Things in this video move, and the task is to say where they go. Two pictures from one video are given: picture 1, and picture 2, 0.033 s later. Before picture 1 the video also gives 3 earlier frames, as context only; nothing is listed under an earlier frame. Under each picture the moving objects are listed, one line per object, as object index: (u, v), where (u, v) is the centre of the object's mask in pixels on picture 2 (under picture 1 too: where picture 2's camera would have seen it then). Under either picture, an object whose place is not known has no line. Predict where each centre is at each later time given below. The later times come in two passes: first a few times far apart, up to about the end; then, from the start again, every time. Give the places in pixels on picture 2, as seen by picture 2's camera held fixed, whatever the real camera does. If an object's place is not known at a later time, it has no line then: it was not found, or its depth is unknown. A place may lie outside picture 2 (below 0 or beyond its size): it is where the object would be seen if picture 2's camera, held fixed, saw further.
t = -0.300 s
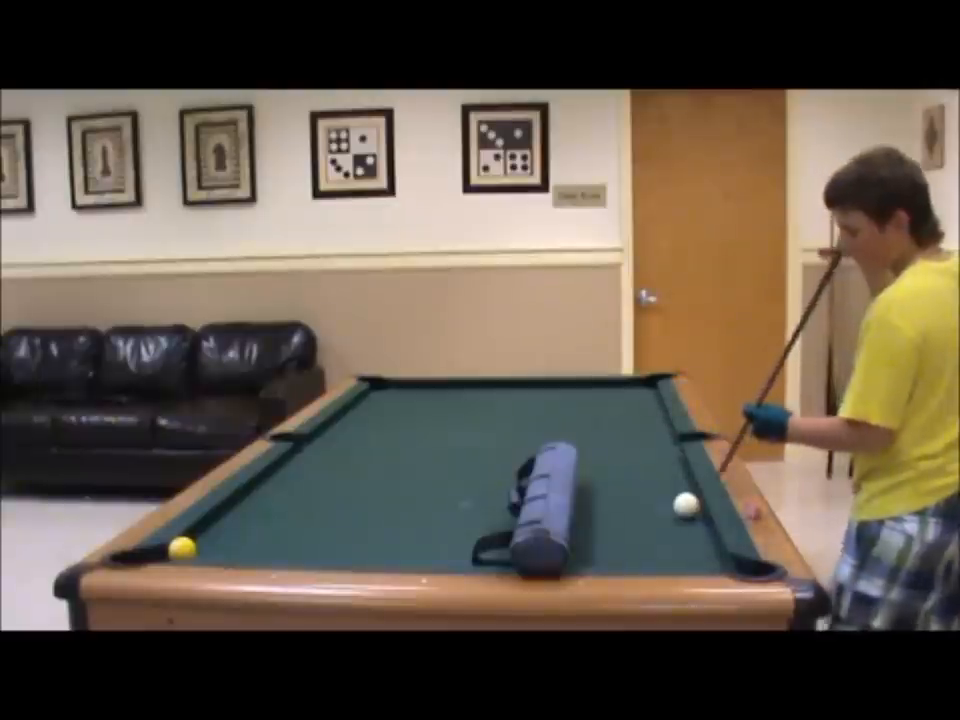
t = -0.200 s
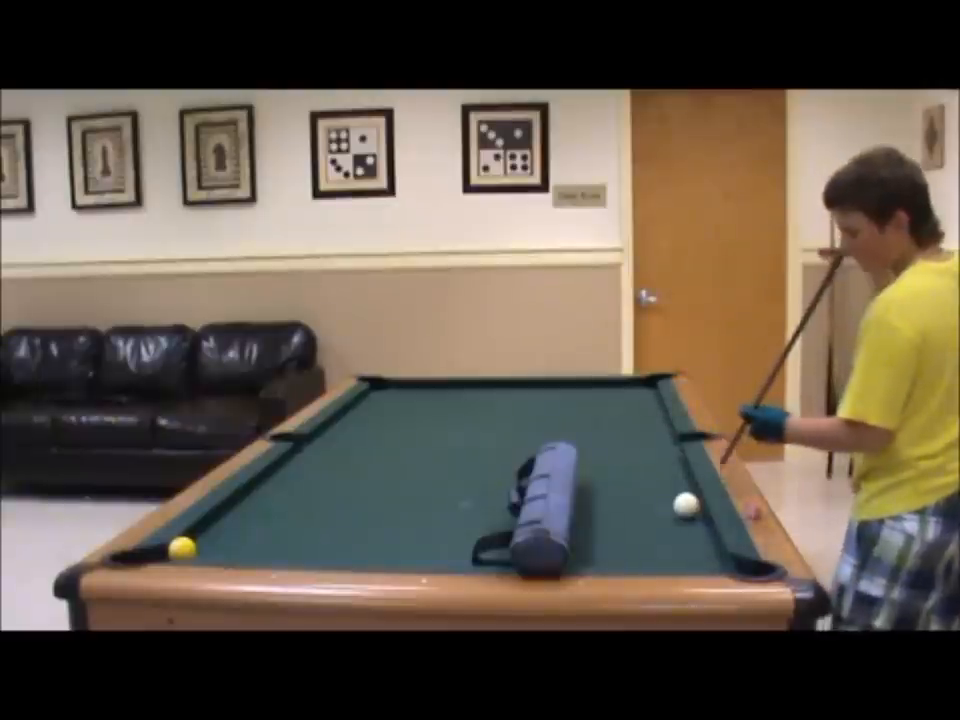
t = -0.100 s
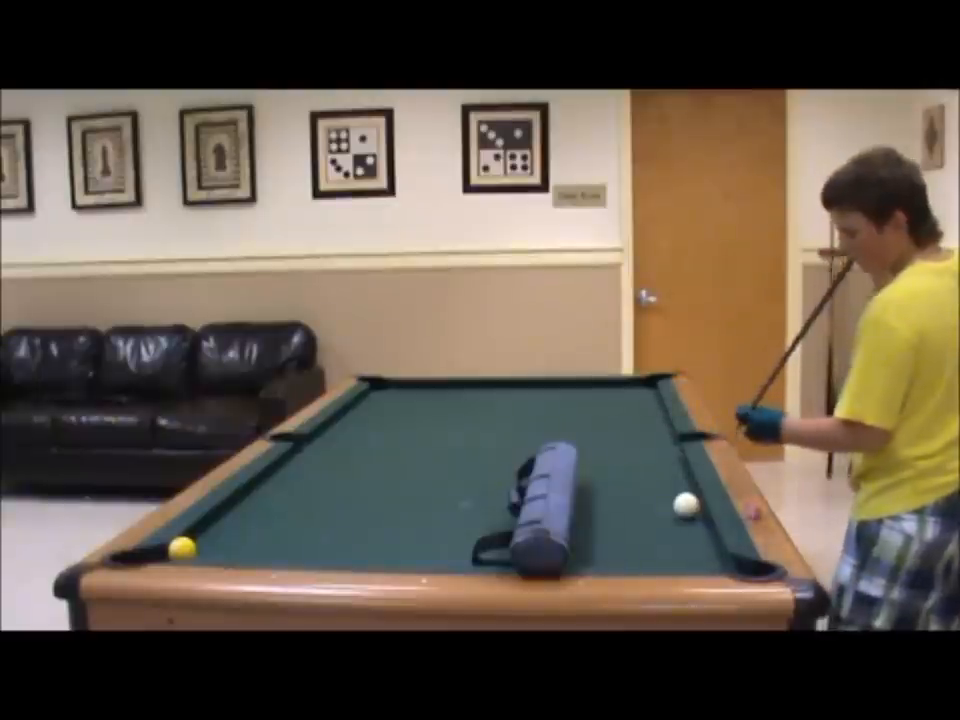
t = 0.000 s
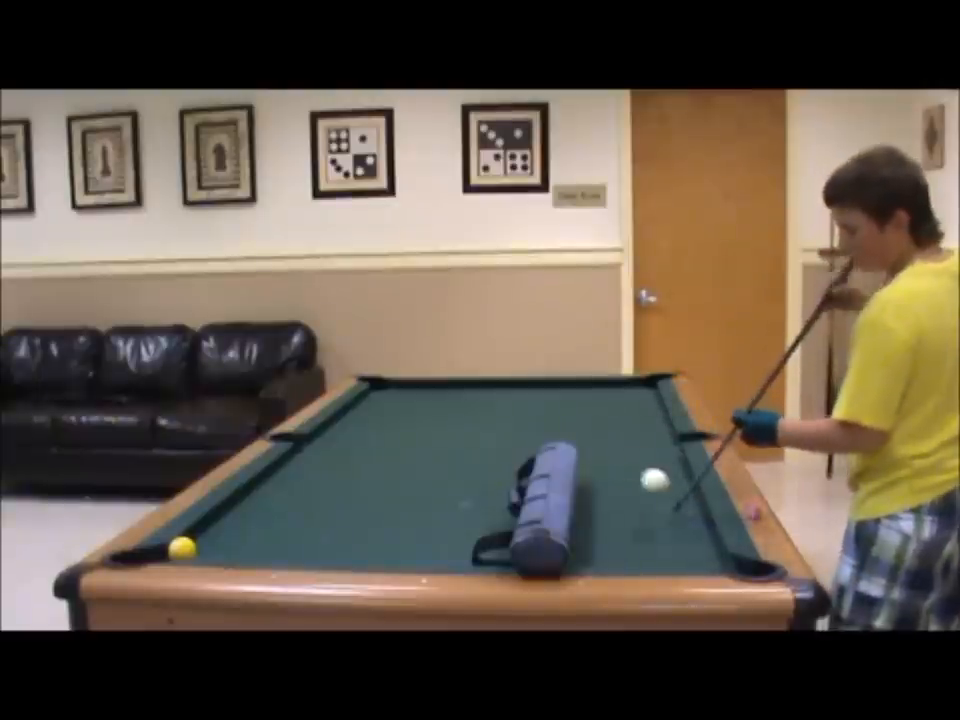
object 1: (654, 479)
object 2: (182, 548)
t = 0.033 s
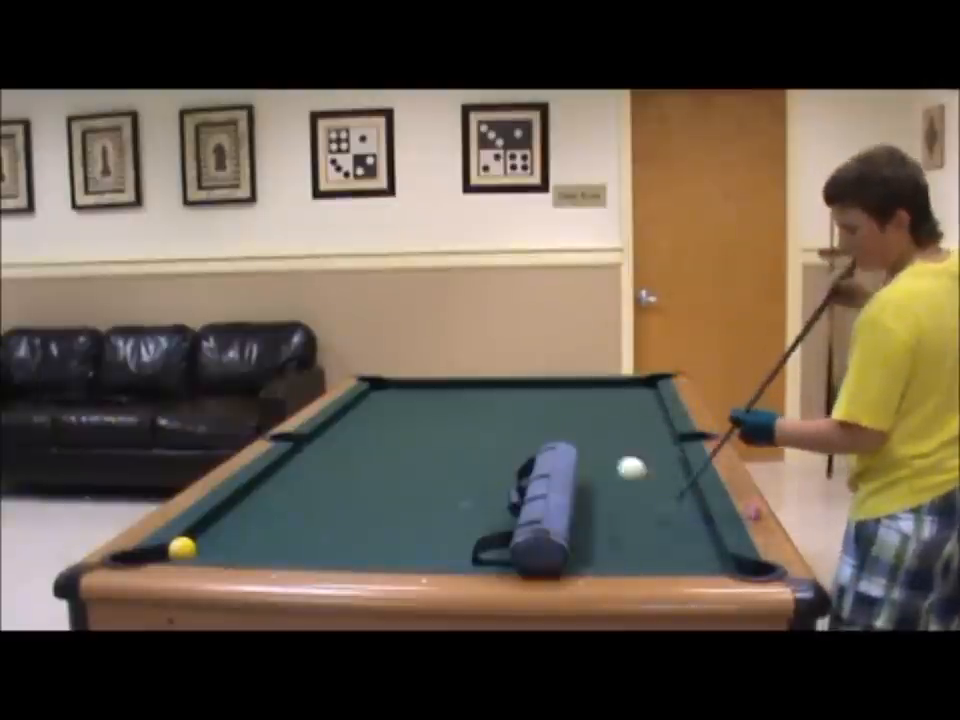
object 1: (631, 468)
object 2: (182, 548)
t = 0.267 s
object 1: (457, 525)
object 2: (182, 548)
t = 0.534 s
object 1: (289, 547)
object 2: (181, 548)
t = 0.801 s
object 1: (204, 549)
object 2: (172, 548)
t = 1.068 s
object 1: (196, 545)
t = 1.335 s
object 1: (190, 541)
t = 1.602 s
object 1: (194, 538)
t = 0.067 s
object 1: (607, 461)
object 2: (182, 548)
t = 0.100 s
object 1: (584, 458)
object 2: (182, 548)
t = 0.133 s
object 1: (559, 461)
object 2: (182, 548)
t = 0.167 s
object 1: (533, 469)
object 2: (182, 548)
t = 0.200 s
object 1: (508, 483)
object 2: (182, 548)
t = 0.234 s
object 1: (482, 500)
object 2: (182, 548)
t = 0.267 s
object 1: (457, 525)
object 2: (182, 548)
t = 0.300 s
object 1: (435, 524)
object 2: (182, 548)
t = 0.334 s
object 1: (413, 520)
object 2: (182, 548)
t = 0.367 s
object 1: (392, 522)
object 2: (182, 548)
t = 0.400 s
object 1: (369, 528)
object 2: (182, 548)
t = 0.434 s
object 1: (347, 540)
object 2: (182, 548)
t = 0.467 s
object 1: (328, 541)
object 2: (182, 548)
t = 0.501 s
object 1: (309, 544)
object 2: (182, 548)
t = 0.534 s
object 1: (289, 547)
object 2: (181, 548)
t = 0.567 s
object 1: (270, 550)
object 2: (181, 548)
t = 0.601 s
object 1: (251, 551)
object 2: (182, 548)
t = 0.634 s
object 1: (232, 552)
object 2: (182, 548)
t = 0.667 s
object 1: (221, 552)
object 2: (182, 548)
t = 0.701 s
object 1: (213, 551)
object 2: (181, 548)
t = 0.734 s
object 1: (206, 550)
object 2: (180, 548)
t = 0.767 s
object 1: (205, 550)
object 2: (173, 547)
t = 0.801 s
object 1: (204, 549)
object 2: (172, 548)
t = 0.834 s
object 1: (203, 549)
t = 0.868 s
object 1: (202, 548)
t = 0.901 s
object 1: (201, 548)
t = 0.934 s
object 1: (200, 547)
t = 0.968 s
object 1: (199, 546)
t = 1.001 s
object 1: (198, 546)
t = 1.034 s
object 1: (198, 545)
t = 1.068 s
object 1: (196, 545)
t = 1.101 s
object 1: (195, 544)
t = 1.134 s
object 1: (195, 544)
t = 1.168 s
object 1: (194, 543)
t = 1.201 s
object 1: (193, 543)
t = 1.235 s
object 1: (192, 543)
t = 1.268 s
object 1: (191, 542)
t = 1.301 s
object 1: (191, 541)
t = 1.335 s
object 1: (190, 541)
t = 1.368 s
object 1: (190, 540)
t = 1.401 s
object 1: (189, 540)
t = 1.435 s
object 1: (190, 539)
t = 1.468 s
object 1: (191, 539)
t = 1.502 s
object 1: (192, 539)
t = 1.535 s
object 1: (193, 539)
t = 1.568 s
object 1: (194, 538)
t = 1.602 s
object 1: (194, 538)
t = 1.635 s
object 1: (195, 538)
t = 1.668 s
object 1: (196, 537)
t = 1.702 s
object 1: (197, 537)
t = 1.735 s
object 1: (197, 537)
